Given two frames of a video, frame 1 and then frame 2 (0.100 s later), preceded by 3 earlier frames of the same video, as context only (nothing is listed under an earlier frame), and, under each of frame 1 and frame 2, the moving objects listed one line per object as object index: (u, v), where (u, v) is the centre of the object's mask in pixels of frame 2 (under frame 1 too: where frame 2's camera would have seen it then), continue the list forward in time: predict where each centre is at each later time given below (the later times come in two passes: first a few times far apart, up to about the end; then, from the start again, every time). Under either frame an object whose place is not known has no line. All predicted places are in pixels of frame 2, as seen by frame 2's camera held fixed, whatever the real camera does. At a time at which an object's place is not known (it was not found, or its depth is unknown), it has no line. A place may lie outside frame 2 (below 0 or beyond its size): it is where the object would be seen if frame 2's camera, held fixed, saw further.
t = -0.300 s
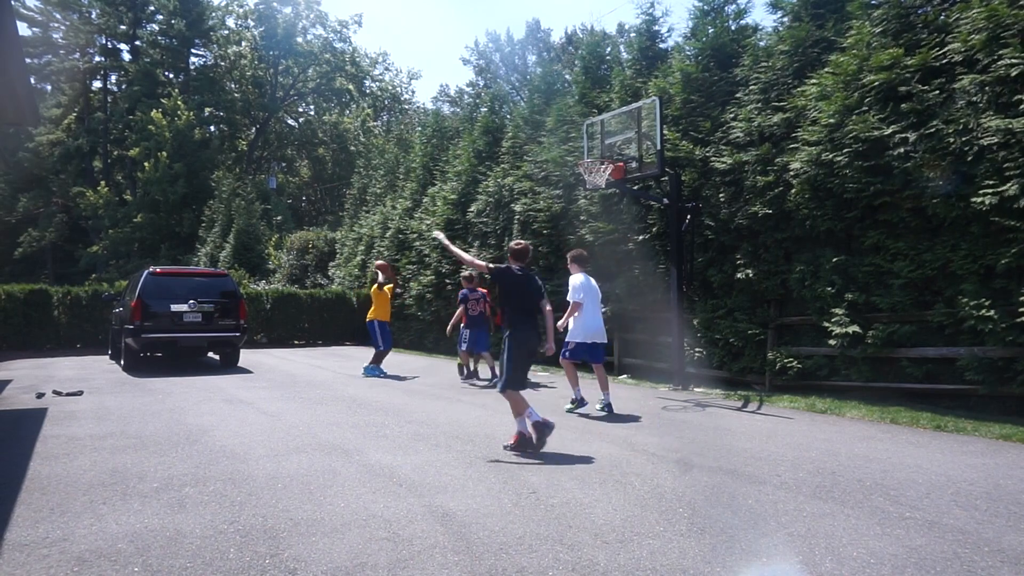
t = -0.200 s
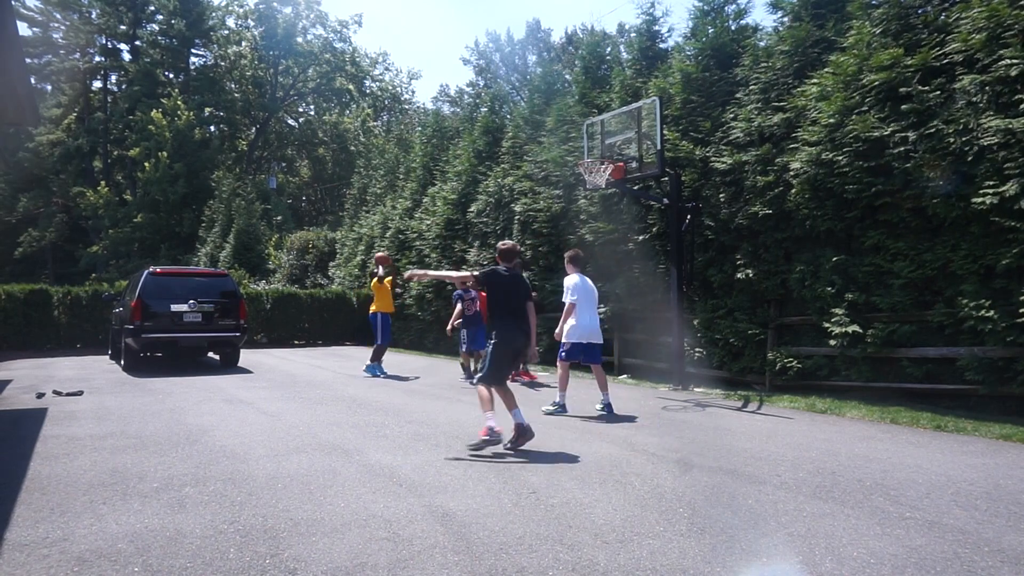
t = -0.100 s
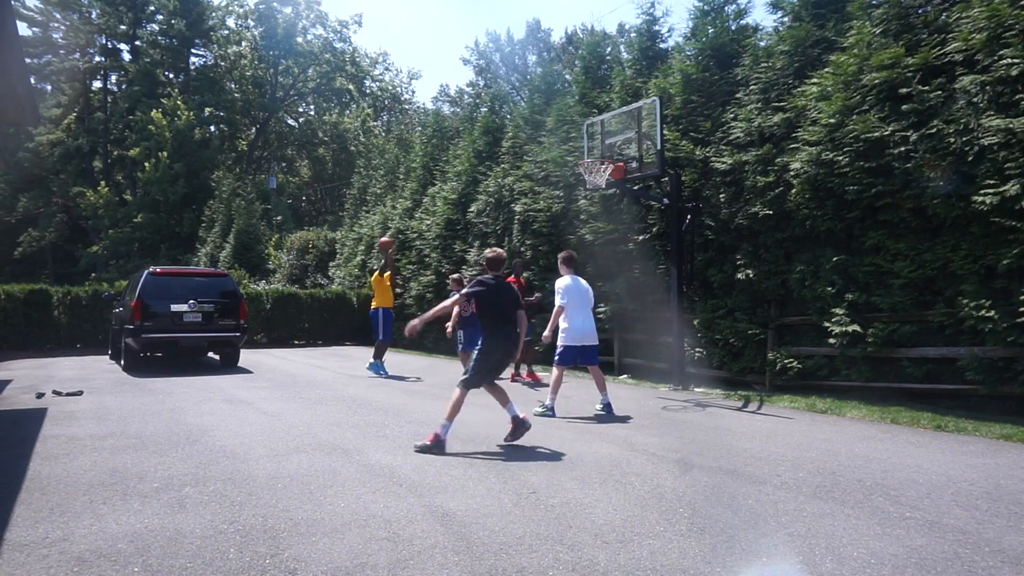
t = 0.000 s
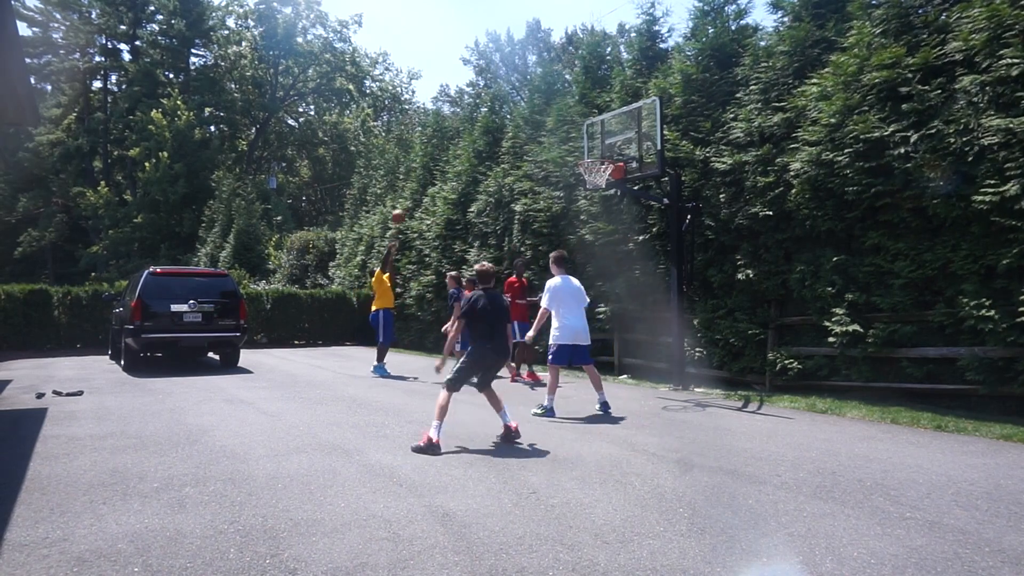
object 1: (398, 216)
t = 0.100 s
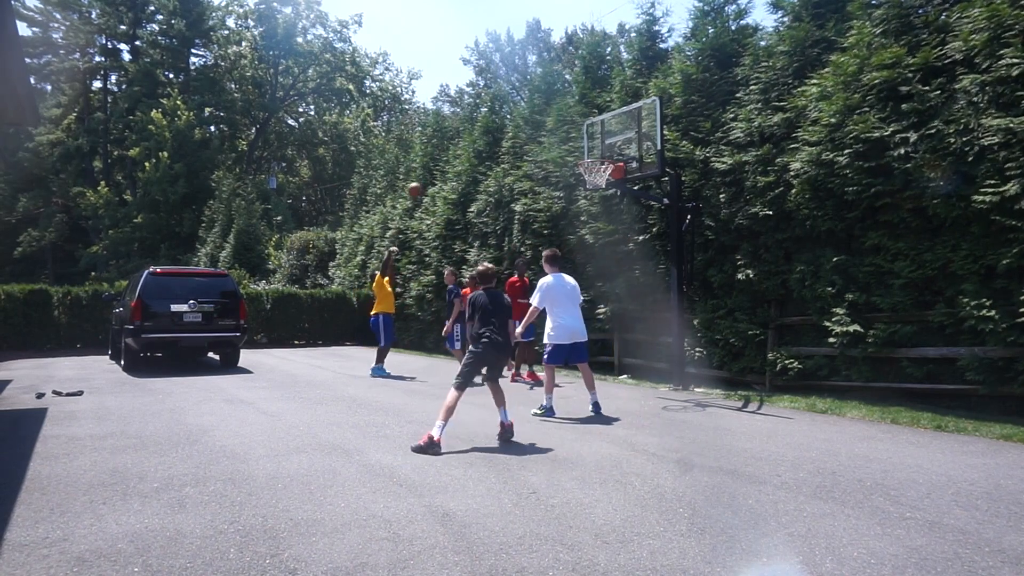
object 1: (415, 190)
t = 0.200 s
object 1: (432, 167)
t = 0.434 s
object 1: (476, 135)
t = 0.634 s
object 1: (516, 132)
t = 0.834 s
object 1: (562, 158)
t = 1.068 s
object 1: (588, 230)
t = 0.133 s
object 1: (420, 181)
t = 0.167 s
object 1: (426, 173)
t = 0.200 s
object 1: (432, 167)
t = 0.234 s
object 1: (437, 161)
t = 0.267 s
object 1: (444, 155)
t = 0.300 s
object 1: (451, 149)
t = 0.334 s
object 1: (456, 145)
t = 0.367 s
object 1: (462, 141)
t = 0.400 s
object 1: (469, 137)
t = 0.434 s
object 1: (476, 135)
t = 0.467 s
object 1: (482, 133)
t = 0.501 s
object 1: (488, 131)
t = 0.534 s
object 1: (495, 130)
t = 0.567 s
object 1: (502, 130)
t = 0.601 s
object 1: (509, 131)
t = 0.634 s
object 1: (516, 132)
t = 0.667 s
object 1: (523, 135)
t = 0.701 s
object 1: (530, 137)
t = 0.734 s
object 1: (539, 140)
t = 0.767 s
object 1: (546, 145)
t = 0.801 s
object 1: (554, 151)
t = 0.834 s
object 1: (562, 158)
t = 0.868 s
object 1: (570, 164)
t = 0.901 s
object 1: (575, 173)
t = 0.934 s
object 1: (579, 181)
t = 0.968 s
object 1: (581, 192)
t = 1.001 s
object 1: (584, 204)
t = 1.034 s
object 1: (585, 216)
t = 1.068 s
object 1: (588, 230)
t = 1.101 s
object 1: (589, 243)
